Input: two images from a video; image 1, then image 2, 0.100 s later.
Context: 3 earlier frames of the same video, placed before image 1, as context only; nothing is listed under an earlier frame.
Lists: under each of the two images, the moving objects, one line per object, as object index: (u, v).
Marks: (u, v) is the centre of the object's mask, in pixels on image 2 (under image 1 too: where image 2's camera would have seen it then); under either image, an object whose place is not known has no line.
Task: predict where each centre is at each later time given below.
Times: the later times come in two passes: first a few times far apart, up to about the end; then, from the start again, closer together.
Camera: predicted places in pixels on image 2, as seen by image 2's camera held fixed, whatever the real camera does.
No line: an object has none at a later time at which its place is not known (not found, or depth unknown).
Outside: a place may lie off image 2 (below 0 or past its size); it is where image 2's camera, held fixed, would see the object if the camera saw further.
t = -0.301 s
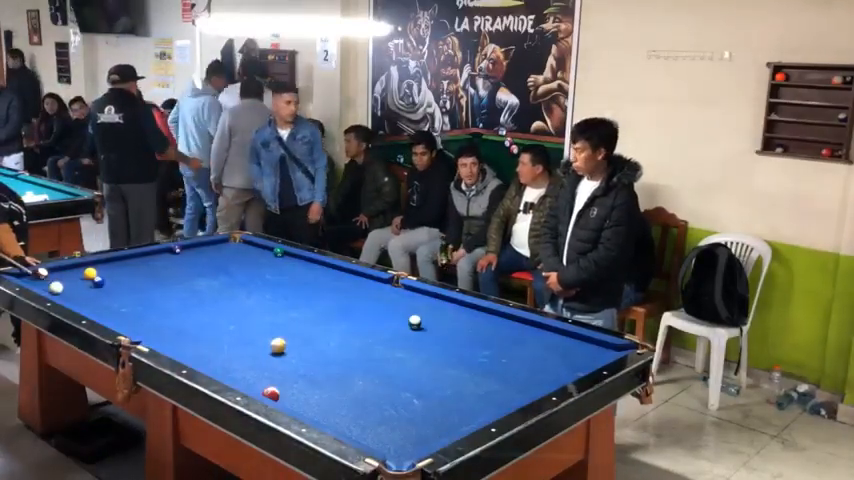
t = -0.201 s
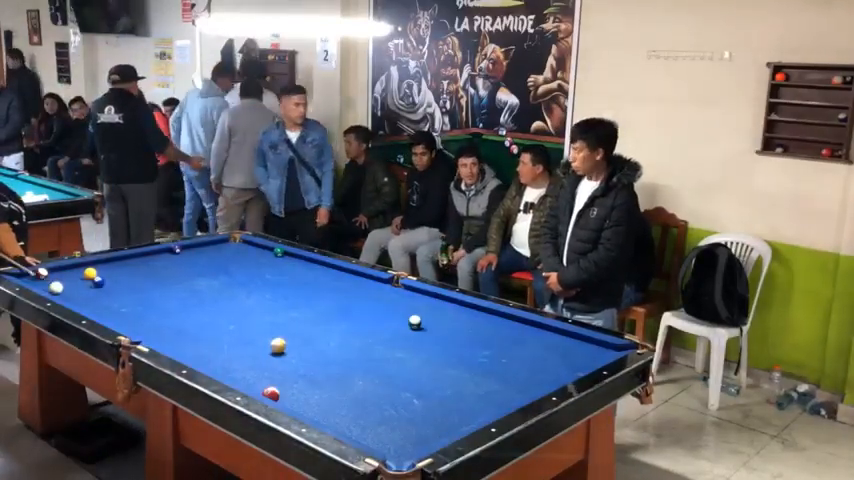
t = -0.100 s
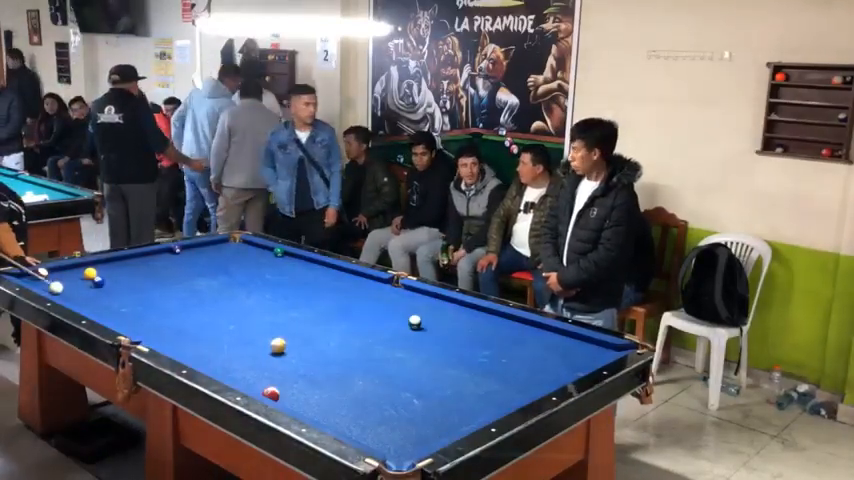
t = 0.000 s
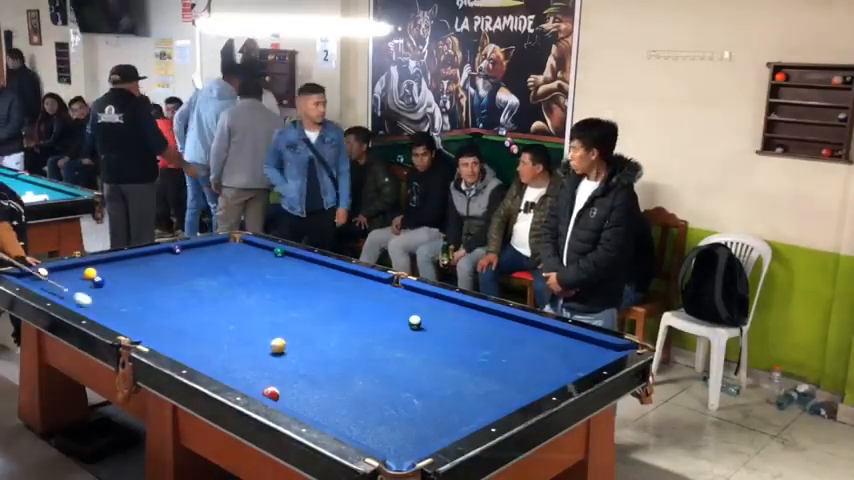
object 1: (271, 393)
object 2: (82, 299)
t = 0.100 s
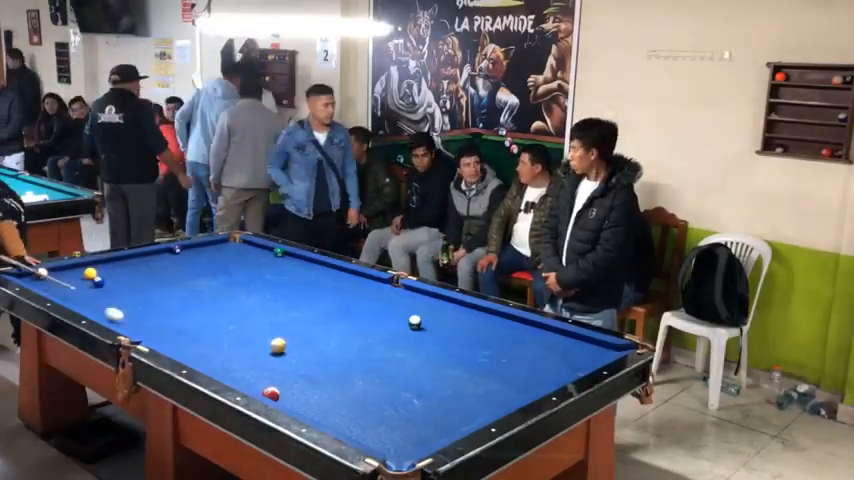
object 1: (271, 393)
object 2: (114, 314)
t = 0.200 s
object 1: (271, 393)
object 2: (146, 329)
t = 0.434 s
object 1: (271, 393)
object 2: (229, 368)
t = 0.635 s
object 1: (298, 399)
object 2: (312, 387)
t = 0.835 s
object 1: (344, 401)
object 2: (395, 391)
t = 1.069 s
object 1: (395, 402)
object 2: (492, 397)
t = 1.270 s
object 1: (437, 404)
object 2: (511, 382)
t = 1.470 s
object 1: (478, 405)
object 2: (504, 362)
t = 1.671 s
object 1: (502, 399)
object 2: (499, 344)
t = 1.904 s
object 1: (504, 385)
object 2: (493, 327)
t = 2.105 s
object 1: (505, 373)
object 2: (488, 313)
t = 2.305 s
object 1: (506, 363)
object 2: (463, 309)
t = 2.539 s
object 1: (506, 352)
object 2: (428, 306)
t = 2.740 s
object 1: (507, 344)
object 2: (400, 304)
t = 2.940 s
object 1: (508, 336)
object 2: (371, 301)
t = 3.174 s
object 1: (508, 328)
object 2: (340, 299)
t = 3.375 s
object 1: (508, 321)
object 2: (315, 297)
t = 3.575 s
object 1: (506, 317)
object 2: (290, 295)
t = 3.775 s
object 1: (494, 317)
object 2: (265, 293)
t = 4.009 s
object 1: (481, 316)
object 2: (238, 291)
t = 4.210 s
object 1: (470, 316)
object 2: (216, 289)
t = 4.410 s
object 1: (461, 315)
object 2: (194, 287)
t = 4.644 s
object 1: (450, 315)
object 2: (170, 285)
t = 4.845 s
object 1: (442, 315)
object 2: (151, 283)
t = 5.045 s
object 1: (434, 314)
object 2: (133, 282)
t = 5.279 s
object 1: (426, 314)
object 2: (112, 280)
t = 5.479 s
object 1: (420, 313)
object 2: (108, 278)
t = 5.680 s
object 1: (414, 311)
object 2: (103, 276)
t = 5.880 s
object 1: (408, 312)
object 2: (101, 274)
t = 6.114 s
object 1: (404, 312)
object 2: (102, 273)
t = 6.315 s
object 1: (400, 312)
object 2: (103, 272)
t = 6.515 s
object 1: (398, 312)
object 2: (104, 272)
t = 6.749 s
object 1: (395, 312)
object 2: (104, 271)
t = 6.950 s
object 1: (394, 312)
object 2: (104, 271)
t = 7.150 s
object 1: (393, 312)
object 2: (104, 270)
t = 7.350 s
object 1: (393, 312)
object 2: (105, 270)
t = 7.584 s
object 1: (393, 312)
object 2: (104, 271)
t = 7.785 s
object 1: (393, 312)
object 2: (105, 270)
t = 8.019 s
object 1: (393, 312)
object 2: (105, 270)
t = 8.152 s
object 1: (393, 312)
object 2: (104, 271)
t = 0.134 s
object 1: (271, 393)
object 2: (124, 319)
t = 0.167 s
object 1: (271, 393)
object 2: (135, 324)
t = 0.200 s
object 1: (271, 393)
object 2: (146, 329)
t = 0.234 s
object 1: (271, 393)
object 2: (157, 335)
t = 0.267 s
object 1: (271, 393)
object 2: (168, 340)
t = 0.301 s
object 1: (271, 393)
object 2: (179, 345)
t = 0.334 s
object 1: (271, 393)
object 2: (191, 350)
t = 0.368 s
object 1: (271, 393)
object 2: (203, 356)
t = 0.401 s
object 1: (271, 393)
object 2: (216, 362)
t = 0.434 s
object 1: (271, 393)
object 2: (229, 368)
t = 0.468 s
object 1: (271, 393)
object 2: (242, 374)
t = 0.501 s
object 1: (271, 393)
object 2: (256, 381)
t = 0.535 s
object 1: (271, 393)
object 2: (270, 384)
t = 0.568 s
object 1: (281, 395)
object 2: (286, 385)
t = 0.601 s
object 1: (290, 397)
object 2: (300, 386)
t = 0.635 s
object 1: (298, 399)
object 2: (312, 387)
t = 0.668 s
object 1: (306, 400)
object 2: (326, 387)
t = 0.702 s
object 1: (314, 400)
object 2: (339, 387)
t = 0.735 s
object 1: (321, 401)
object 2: (353, 387)
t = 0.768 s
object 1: (329, 400)
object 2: (367, 388)
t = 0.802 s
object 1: (336, 400)
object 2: (381, 390)
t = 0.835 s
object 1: (344, 401)
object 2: (395, 391)
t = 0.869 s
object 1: (351, 400)
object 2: (409, 391)
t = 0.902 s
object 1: (358, 401)
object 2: (422, 393)
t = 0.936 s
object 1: (366, 401)
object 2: (436, 393)
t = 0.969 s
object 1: (373, 401)
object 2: (450, 394)
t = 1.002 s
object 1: (381, 402)
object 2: (464, 395)
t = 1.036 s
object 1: (388, 402)
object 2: (478, 397)
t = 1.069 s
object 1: (395, 402)
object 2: (492, 397)
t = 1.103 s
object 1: (401, 403)
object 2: (505, 397)
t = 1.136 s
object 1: (409, 402)
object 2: (515, 396)
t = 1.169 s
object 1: (417, 403)
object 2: (514, 393)
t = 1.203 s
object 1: (423, 403)
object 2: (513, 390)
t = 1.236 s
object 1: (430, 403)
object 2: (512, 386)
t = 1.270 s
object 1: (437, 404)
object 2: (511, 382)
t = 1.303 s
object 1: (444, 404)
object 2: (510, 379)
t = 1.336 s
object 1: (451, 404)
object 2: (508, 375)
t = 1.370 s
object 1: (459, 405)
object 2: (507, 372)
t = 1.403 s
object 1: (465, 405)
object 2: (507, 369)
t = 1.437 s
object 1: (471, 405)
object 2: (505, 365)
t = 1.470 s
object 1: (478, 405)
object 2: (504, 362)
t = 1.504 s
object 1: (486, 405)
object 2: (503, 359)
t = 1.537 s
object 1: (491, 405)
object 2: (503, 356)
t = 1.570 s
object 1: (498, 403)
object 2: (501, 353)
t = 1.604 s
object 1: (501, 402)
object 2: (501, 350)
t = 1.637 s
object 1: (502, 400)
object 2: (500, 347)
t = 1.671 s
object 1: (502, 399)
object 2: (499, 344)
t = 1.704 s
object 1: (502, 398)
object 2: (498, 342)
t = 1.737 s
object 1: (503, 396)
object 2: (497, 339)
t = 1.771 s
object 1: (503, 393)
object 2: (496, 336)
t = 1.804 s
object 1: (503, 391)
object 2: (495, 334)
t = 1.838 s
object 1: (504, 389)
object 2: (495, 331)
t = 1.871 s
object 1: (504, 387)
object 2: (494, 329)
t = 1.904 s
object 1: (504, 385)
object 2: (493, 327)
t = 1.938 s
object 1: (504, 384)
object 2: (493, 324)
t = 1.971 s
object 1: (504, 381)
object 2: (491, 322)
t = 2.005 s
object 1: (504, 379)
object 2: (490, 320)
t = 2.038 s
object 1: (505, 377)
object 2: (490, 318)
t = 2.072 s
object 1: (505, 376)
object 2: (489, 315)
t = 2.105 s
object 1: (505, 373)
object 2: (488, 313)
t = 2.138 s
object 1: (505, 372)
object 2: (488, 312)
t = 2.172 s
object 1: (505, 370)
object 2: (483, 311)
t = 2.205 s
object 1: (505, 368)
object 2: (478, 310)
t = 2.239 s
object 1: (505, 367)
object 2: (473, 310)
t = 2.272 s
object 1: (505, 365)
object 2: (468, 309)
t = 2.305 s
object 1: (506, 363)
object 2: (463, 309)
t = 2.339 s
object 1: (506, 361)
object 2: (457, 308)
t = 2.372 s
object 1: (506, 360)
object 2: (452, 308)
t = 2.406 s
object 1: (506, 358)
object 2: (448, 308)
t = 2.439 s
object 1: (506, 357)
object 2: (442, 307)
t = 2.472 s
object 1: (505, 355)
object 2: (438, 307)
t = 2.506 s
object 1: (506, 354)
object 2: (433, 306)
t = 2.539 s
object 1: (506, 352)
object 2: (428, 306)
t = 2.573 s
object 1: (507, 351)
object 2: (424, 305)
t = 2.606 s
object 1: (507, 350)
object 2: (419, 305)
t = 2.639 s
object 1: (507, 348)
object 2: (414, 305)
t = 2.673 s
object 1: (507, 347)
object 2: (408, 304)
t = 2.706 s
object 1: (507, 345)
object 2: (404, 304)
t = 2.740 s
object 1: (507, 344)
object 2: (400, 304)
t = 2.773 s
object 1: (507, 343)
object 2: (395, 303)
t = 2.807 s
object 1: (507, 341)
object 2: (390, 303)
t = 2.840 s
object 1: (507, 340)
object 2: (385, 302)
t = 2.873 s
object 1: (507, 338)
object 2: (381, 302)
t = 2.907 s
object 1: (508, 338)
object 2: (376, 302)
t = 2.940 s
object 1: (508, 336)
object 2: (371, 301)
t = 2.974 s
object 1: (507, 335)
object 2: (367, 301)
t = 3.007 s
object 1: (508, 334)
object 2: (362, 301)
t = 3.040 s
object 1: (508, 333)
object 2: (358, 300)
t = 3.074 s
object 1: (508, 332)
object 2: (353, 300)
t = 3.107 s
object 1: (507, 331)
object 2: (349, 300)
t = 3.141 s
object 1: (507, 329)
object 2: (344, 299)
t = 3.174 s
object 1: (508, 328)
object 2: (340, 299)
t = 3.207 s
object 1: (508, 327)
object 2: (336, 299)
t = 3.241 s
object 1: (508, 326)
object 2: (332, 298)
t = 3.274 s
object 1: (508, 325)
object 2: (327, 298)
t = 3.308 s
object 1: (508, 324)
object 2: (323, 297)
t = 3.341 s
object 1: (508, 322)
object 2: (319, 297)
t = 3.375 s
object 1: (508, 321)
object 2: (315, 297)
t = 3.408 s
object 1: (508, 321)
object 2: (311, 296)
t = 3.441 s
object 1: (508, 320)
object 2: (306, 296)
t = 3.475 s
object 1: (508, 319)
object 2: (302, 296)
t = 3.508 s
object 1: (508, 318)
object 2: (298, 295)
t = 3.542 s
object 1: (507, 317)
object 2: (294, 295)
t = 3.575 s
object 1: (506, 317)
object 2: (290, 295)
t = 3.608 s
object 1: (504, 317)
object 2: (285, 294)
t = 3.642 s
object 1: (502, 317)
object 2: (282, 294)
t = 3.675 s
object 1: (501, 317)
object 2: (278, 294)
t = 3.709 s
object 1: (498, 317)
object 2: (273, 293)
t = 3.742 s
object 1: (496, 317)
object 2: (270, 293)
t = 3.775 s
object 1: (494, 317)
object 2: (265, 293)
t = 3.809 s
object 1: (492, 316)
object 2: (261, 293)
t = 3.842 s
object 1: (490, 317)
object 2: (258, 292)
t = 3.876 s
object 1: (488, 316)
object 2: (253, 292)
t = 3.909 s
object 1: (487, 316)
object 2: (250, 292)
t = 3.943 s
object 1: (485, 316)
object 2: (246, 291)
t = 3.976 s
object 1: (483, 316)
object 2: (242, 291)
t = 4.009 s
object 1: (481, 316)
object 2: (238, 291)
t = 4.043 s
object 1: (479, 316)
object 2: (234, 290)
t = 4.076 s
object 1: (477, 316)
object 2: (231, 290)
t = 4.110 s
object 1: (475, 316)
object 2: (227, 290)
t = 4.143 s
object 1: (474, 316)
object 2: (223, 290)
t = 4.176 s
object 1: (472, 316)
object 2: (219, 289)
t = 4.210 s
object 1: (470, 316)
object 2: (216, 289)
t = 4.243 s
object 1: (469, 316)
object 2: (212, 289)
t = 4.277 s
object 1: (468, 316)
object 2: (209, 288)
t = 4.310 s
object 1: (466, 316)
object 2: (205, 288)
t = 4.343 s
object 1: (464, 315)
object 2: (202, 288)
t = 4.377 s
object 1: (463, 315)
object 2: (198, 287)
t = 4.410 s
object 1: (461, 315)
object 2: (194, 287)
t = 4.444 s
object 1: (459, 315)
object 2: (191, 287)
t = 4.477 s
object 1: (458, 315)
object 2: (187, 286)
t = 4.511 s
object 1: (456, 315)
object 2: (184, 286)
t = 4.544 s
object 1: (455, 315)
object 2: (181, 286)
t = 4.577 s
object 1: (453, 315)
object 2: (177, 286)
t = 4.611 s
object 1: (452, 315)
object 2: (174, 285)
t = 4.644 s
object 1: (450, 315)
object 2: (170, 285)
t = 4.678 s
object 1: (449, 315)
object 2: (167, 284)
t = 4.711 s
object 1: (448, 315)
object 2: (164, 284)
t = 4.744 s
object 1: (446, 315)
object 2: (160, 284)
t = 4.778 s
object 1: (445, 315)
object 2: (157, 284)
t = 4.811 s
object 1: (443, 315)
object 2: (154, 283)
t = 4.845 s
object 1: (442, 315)
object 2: (151, 283)
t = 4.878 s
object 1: (440, 315)
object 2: (148, 283)
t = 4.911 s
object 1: (439, 315)
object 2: (145, 283)
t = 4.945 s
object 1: (438, 315)
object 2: (142, 282)
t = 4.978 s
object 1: (436, 315)
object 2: (139, 282)
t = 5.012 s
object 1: (435, 314)
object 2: (136, 282)
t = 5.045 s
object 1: (434, 314)
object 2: (133, 282)
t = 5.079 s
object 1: (433, 314)
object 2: (130, 281)
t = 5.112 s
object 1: (431, 314)
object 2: (126, 281)
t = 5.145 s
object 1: (430, 314)
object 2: (124, 281)
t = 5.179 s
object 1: (429, 314)
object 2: (121, 281)
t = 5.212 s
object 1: (428, 314)
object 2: (118, 280)
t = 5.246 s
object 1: (427, 314)
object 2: (115, 280)
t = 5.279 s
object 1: (426, 314)
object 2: (112, 280)
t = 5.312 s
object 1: (425, 314)
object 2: (111, 279)
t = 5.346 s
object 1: (424, 313)
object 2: (110, 279)
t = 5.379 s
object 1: (423, 313)
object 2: (110, 279)
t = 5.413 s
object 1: (422, 313)
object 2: (109, 278)
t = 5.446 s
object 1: (421, 313)
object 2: (108, 278)
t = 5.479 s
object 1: (420, 313)
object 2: (108, 278)
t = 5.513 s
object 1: (419, 312)
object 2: (107, 277)
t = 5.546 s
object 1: (418, 312)
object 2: (106, 277)
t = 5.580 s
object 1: (417, 312)
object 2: (105, 277)
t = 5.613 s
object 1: (415, 311)
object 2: (104, 276)
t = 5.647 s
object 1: (415, 311)
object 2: (104, 276)
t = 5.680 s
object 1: (414, 311)
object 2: (103, 276)
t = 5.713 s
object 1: (413, 311)
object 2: (102, 275)
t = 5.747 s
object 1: (412, 311)
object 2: (102, 275)
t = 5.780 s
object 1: (411, 311)
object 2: (101, 274)
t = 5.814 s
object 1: (409, 311)
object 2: (101, 274)
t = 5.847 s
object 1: (409, 312)
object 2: (101, 274)
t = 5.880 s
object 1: (408, 312)
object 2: (101, 274)
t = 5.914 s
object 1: (408, 312)
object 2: (101, 274)
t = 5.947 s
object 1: (406, 312)
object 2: (101, 273)
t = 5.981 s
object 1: (406, 312)
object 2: (102, 273)
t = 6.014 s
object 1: (406, 312)
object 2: (101, 273)
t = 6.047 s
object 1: (405, 312)
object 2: (101, 273)
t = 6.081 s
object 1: (404, 312)
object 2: (102, 273)
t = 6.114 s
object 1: (404, 312)
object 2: (102, 273)
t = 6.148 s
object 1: (403, 312)
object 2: (102, 273)
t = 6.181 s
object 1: (403, 312)
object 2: (102, 272)
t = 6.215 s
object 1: (402, 312)
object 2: (103, 272)
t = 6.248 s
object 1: (401, 312)
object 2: (103, 272)
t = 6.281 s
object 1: (401, 312)
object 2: (103, 272)
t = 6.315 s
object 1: (400, 312)
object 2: (103, 272)
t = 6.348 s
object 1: (399, 312)
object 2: (104, 272)
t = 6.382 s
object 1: (399, 312)
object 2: (104, 272)
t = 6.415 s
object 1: (399, 312)
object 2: (104, 272)
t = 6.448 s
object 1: (398, 312)
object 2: (104, 272)
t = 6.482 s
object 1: (398, 312)
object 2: (104, 272)
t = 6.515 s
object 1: (398, 312)
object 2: (104, 272)
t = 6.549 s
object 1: (397, 312)
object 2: (104, 271)
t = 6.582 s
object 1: (396, 312)
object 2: (104, 271)
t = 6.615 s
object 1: (396, 312)
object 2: (104, 271)
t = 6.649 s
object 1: (396, 312)
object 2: (104, 271)
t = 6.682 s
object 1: (395, 312)
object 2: (104, 271)
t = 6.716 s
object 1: (395, 312)
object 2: (104, 271)
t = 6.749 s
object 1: (395, 312)
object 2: (104, 271)
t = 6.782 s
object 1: (395, 312)
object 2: (104, 271)
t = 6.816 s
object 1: (394, 312)
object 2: (104, 271)
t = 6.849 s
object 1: (394, 312)
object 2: (104, 271)
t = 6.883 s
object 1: (394, 312)
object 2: (104, 271)
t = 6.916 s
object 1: (394, 312)
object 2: (104, 271)
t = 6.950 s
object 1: (394, 312)
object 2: (104, 271)
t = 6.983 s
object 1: (393, 312)
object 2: (104, 271)
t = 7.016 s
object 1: (393, 312)
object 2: (104, 271)
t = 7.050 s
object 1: (393, 312)
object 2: (104, 271)
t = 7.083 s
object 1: (393, 312)
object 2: (104, 271)
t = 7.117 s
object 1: (393, 312)
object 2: (104, 271)
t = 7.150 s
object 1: (393, 312)
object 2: (104, 270)
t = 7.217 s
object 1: (393, 312)
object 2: (104, 271)
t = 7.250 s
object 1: (393, 312)
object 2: (105, 270)
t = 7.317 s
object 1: (393, 312)
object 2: (104, 271)
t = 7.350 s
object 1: (393, 312)
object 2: (105, 270)
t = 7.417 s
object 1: (393, 312)
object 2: (104, 271)
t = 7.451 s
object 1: (393, 312)
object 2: (105, 270)
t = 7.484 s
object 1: (393, 312)
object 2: (104, 271)
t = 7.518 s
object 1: (393, 312)
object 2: (104, 271)
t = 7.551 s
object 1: (393, 312)
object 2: (104, 271)
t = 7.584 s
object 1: (393, 312)
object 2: (104, 271)
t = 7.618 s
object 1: (393, 312)
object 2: (104, 271)
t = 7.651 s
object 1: (393, 312)
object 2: (104, 271)
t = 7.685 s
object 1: (393, 312)
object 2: (104, 271)
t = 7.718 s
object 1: (393, 312)
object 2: (104, 271)
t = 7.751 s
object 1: (393, 312)
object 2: (104, 271)
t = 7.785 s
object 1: (393, 312)
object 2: (105, 270)
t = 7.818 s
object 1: (393, 312)
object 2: (104, 270)
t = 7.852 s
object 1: (393, 312)
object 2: (105, 270)
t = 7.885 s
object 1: (393, 312)
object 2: (104, 271)
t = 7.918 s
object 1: (393, 312)
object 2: (105, 270)
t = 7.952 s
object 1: (393, 312)
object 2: (105, 270)
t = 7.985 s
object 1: (393, 312)
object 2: (105, 270)
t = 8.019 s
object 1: (393, 312)
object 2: (105, 270)
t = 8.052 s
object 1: (393, 312)
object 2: (105, 271)
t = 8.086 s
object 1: (393, 312)
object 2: (105, 270)
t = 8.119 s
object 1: (393, 312)
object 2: (104, 271)
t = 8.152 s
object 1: (393, 312)
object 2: (104, 271)
